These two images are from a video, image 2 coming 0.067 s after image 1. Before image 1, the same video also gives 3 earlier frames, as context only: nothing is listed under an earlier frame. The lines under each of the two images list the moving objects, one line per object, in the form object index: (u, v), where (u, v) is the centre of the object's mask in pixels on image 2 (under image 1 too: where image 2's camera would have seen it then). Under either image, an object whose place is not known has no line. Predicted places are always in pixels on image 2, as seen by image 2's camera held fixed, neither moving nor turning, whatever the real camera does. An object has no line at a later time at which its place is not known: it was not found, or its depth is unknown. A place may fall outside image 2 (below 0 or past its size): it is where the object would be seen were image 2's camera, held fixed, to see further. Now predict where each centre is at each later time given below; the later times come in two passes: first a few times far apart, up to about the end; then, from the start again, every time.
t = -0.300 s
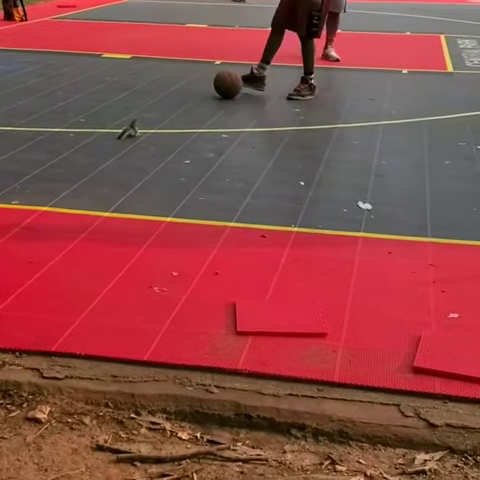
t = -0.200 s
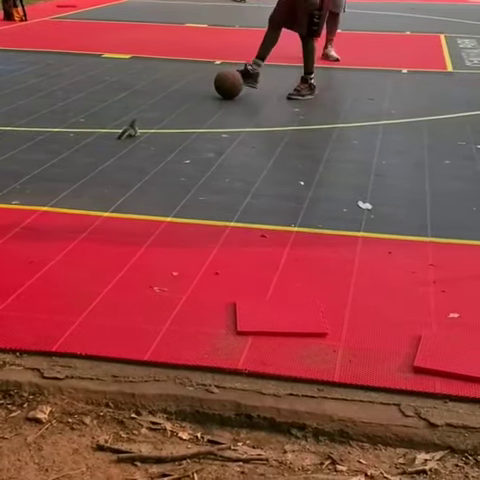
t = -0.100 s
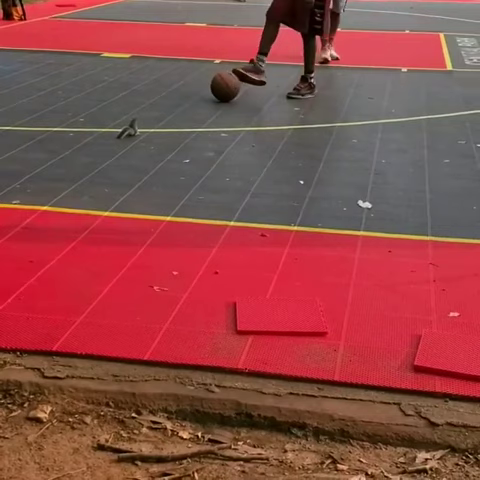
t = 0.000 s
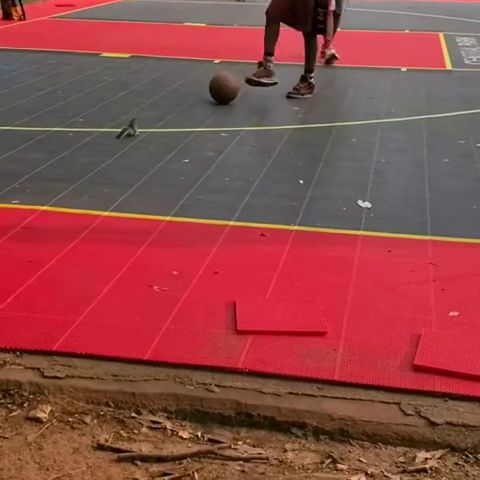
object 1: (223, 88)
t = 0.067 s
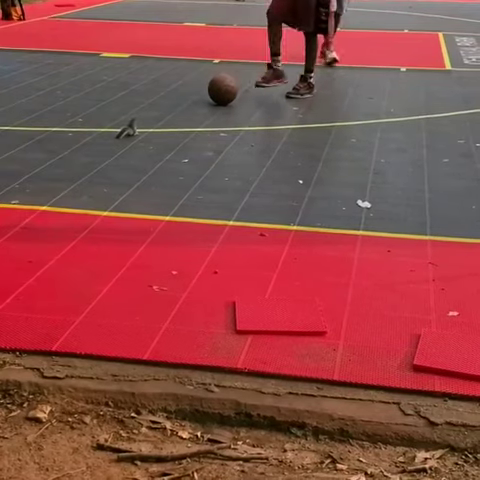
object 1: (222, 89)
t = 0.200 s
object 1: (222, 92)
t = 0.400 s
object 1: (221, 96)
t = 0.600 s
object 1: (221, 101)
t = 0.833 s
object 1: (222, 107)
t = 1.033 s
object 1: (225, 112)
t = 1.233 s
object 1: (228, 118)
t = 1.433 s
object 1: (232, 123)
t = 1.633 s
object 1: (237, 129)
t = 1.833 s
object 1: (244, 135)
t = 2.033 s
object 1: (253, 142)
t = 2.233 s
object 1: (262, 149)
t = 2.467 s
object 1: (275, 157)
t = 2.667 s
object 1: (289, 163)
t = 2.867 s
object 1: (303, 170)
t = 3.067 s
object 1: (319, 179)
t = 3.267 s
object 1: (337, 187)
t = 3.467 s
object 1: (358, 196)
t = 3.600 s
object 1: (373, 202)
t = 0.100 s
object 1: (222, 90)
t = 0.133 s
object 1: (222, 90)
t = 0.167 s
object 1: (222, 91)
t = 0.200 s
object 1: (222, 92)
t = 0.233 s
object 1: (221, 92)
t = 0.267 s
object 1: (221, 93)
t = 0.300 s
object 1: (221, 94)
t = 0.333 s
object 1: (221, 94)
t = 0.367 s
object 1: (221, 96)
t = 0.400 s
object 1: (221, 96)
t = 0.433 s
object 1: (221, 97)
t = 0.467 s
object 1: (221, 98)
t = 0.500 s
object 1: (221, 99)
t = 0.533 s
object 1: (221, 99)
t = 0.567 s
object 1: (221, 100)
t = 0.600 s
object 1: (221, 101)
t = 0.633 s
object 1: (221, 102)
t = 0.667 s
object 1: (221, 102)
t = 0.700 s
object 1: (221, 103)
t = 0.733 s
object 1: (221, 105)
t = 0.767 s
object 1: (222, 105)
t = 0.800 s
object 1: (222, 106)
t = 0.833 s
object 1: (222, 107)
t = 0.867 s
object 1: (223, 108)
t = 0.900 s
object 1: (223, 108)
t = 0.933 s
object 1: (223, 109)
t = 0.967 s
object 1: (224, 111)
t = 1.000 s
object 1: (224, 111)
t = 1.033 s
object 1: (225, 112)
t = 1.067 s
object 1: (225, 112)
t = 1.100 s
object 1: (225, 114)
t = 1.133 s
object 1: (226, 115)
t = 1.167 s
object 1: (227, 116)
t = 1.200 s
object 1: (227, 117)
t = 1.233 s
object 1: (228, 118)
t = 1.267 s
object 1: (229, 119)
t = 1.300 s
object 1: (229, 119)
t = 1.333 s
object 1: (230, 121)
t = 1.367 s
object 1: (231, 122)
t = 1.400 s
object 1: (231, 122)
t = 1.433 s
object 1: (232, 123)
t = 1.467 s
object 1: (233, 124)
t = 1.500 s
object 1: (234, 125)
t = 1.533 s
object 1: (234, 126)
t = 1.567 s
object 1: (235, 127)
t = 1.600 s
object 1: (236, 128)
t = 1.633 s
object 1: (237, 129)
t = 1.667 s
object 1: (238, 130)
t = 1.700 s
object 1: (239, 131)
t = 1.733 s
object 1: (240, 132)
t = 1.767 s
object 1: (241, 133)
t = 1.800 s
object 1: (243, 134)
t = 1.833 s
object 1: (244, 135)
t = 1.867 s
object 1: (245, 136)
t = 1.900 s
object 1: (247, 138)
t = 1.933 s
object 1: (248, 139)
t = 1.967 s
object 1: (250, 140)
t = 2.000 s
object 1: (251, 141)
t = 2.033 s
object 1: (253, 142)
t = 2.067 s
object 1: (254, 143)
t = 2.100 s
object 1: (256, 144)
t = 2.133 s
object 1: (257, 145)
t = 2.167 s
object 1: (259, 146)
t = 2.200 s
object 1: (260, 148)
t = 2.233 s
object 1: (262, 149)
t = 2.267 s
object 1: (264, 150)
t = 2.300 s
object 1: (266, 151)
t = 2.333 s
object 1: (268, 152)
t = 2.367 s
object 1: (270, 153)
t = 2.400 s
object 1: (271, 154)
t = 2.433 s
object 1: (274, 156)
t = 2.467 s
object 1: (275, 157)
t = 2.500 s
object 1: (277, 158)
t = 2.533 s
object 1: (280, 159)
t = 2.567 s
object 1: (282, 160)
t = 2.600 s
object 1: (284, 161)
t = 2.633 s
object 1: (286, 162)
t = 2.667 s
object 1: (289, 163)
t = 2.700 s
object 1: (290, 165)
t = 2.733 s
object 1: (293, 166)
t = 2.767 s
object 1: (296, 167)
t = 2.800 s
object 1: (298, 168)
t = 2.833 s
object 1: (301, 169)
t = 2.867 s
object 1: (303, 170)
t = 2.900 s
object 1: (306, 172)
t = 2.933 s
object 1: (309, 173)
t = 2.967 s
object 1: (311, 174)
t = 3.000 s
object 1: (314, 176)
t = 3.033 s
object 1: (316, 177)
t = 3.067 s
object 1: (319, 179)
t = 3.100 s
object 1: (322, 180)
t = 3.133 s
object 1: (325, 181)
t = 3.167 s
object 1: (328, 183)
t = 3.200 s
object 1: (331, 185)
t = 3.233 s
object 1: (334, 186)
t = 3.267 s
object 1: (337, 187)
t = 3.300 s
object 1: (340, 189)
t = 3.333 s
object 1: (343, 190)
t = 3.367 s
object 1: (347, 192)
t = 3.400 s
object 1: (351, 193)
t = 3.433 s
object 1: (354, 194)
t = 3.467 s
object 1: (358, 196)
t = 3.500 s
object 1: (362, 197)
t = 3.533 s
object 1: (365, 198)
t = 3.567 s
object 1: (369, 200)
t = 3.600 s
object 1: (373, 202)
